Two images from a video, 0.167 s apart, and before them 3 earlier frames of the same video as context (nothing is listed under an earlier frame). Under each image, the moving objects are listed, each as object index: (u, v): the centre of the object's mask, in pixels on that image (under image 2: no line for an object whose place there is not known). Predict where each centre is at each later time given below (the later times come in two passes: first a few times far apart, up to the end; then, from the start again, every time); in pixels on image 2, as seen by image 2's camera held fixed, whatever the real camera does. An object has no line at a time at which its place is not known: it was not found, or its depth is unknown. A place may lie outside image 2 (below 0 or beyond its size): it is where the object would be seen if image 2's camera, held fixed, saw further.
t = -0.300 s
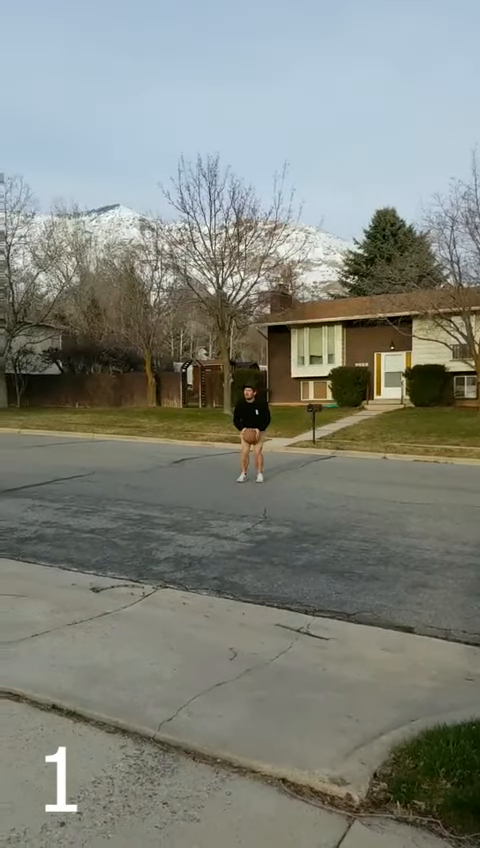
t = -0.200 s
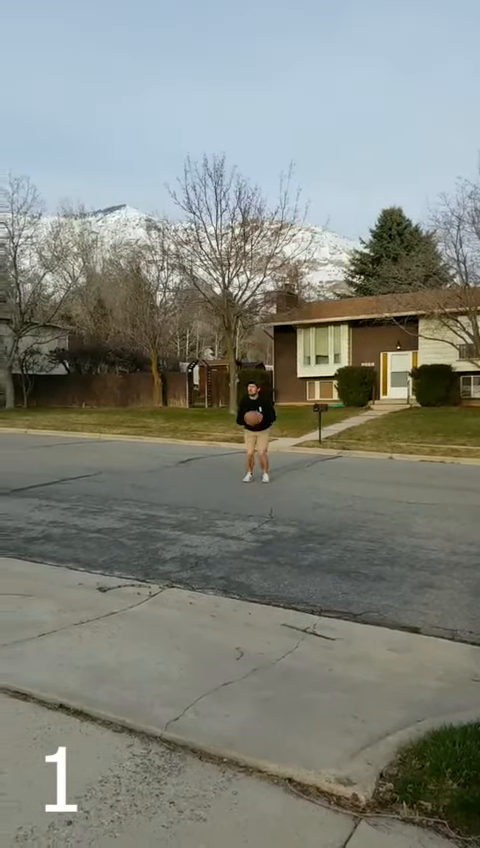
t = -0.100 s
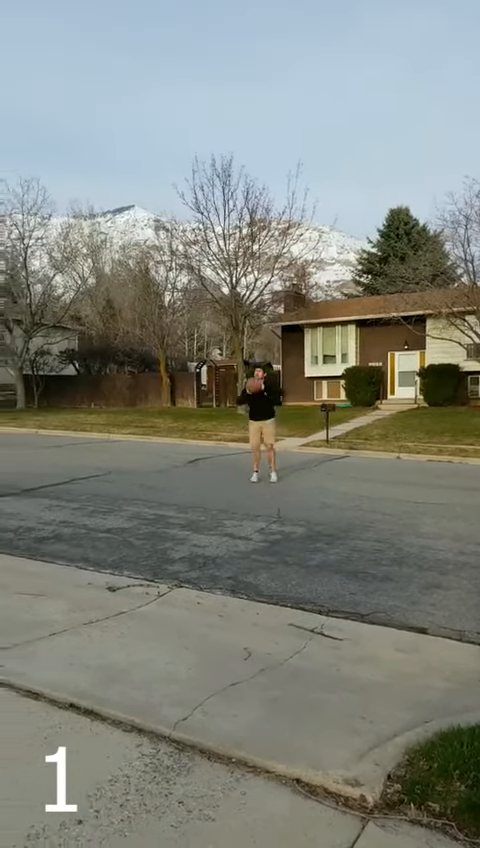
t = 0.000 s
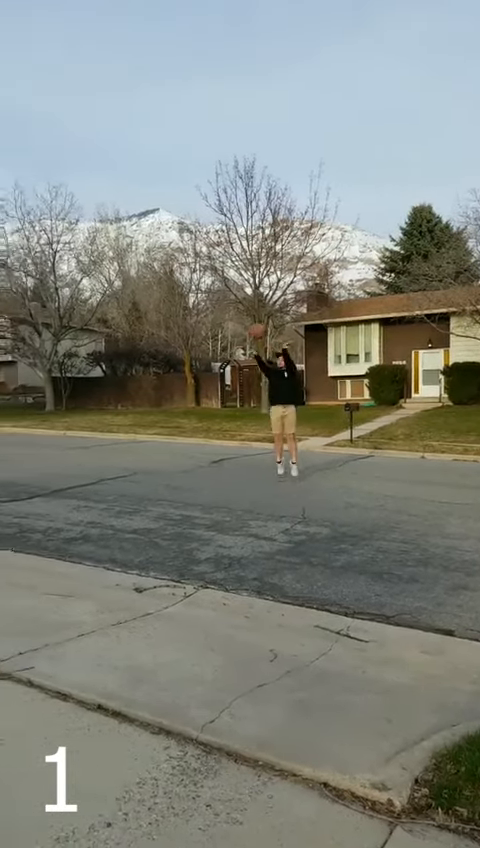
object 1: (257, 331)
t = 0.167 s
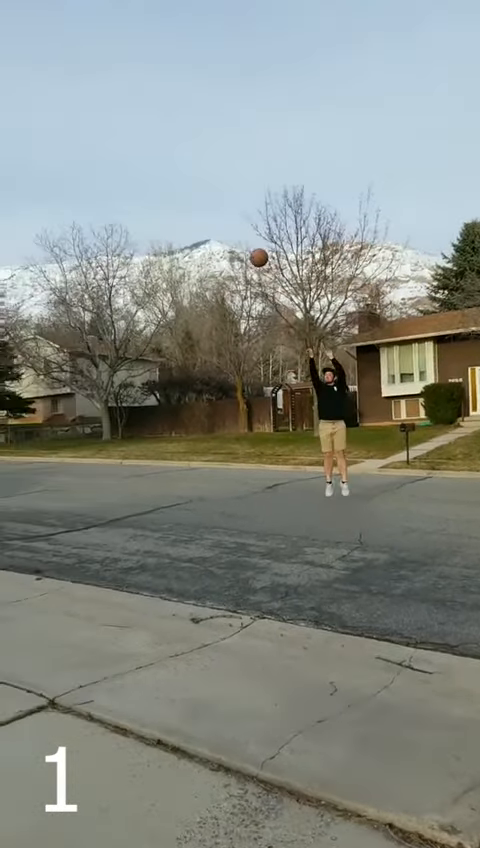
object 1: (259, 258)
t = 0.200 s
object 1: (246, 237)
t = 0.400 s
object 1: (162, 119)
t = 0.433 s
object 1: (147, 100)
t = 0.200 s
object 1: (246, 237)
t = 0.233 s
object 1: (234, 218)
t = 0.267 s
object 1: (222, 199)
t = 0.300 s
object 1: (208, 179)
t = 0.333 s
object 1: (194, 159)
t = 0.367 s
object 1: (178, 139)
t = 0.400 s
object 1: (162, 119)
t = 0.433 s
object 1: (147, 100)
